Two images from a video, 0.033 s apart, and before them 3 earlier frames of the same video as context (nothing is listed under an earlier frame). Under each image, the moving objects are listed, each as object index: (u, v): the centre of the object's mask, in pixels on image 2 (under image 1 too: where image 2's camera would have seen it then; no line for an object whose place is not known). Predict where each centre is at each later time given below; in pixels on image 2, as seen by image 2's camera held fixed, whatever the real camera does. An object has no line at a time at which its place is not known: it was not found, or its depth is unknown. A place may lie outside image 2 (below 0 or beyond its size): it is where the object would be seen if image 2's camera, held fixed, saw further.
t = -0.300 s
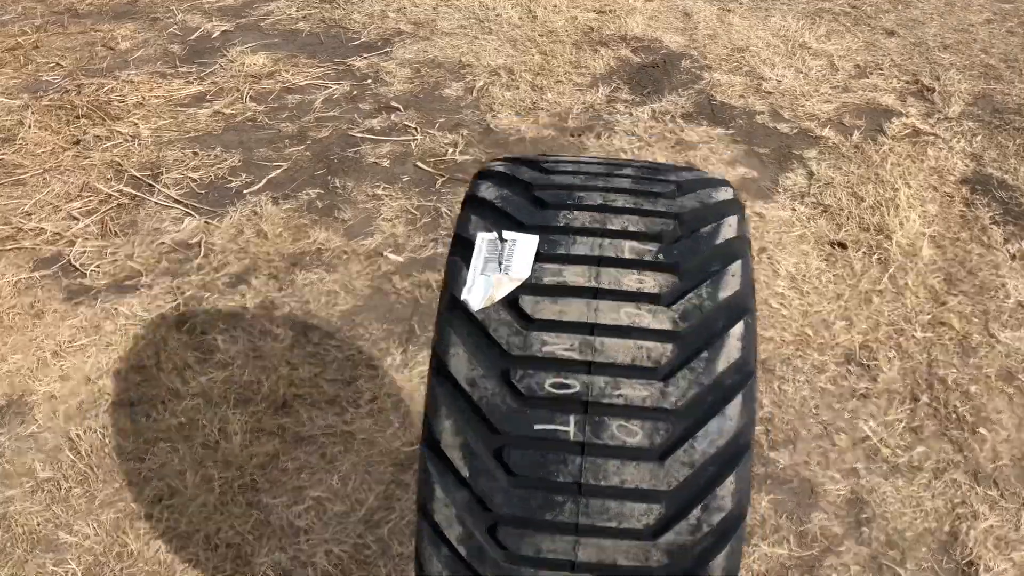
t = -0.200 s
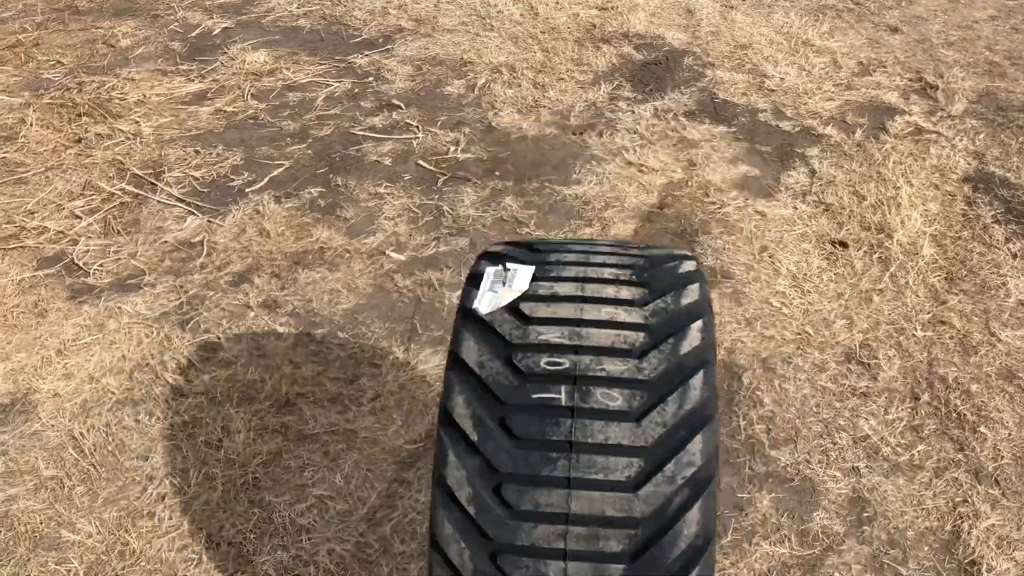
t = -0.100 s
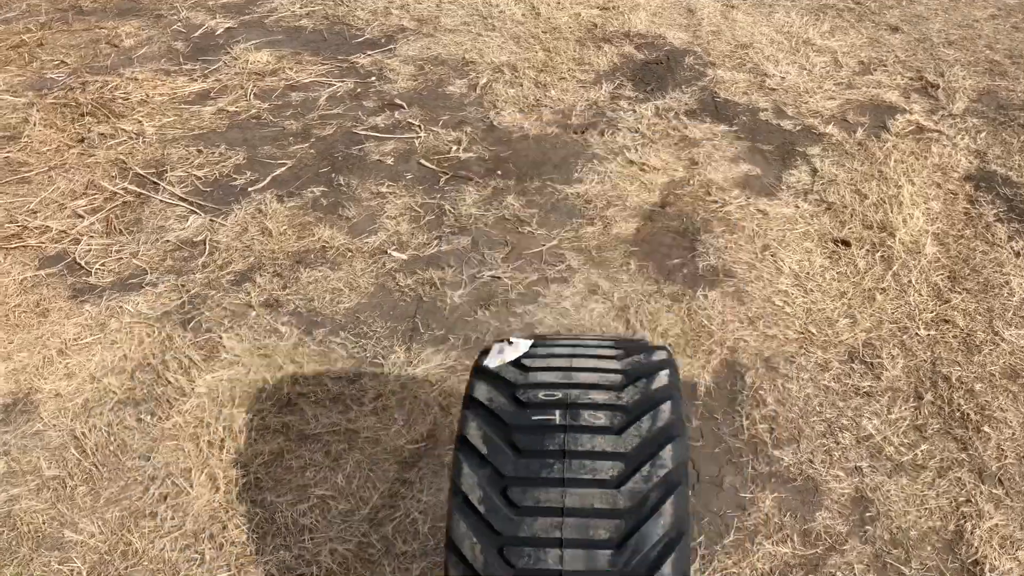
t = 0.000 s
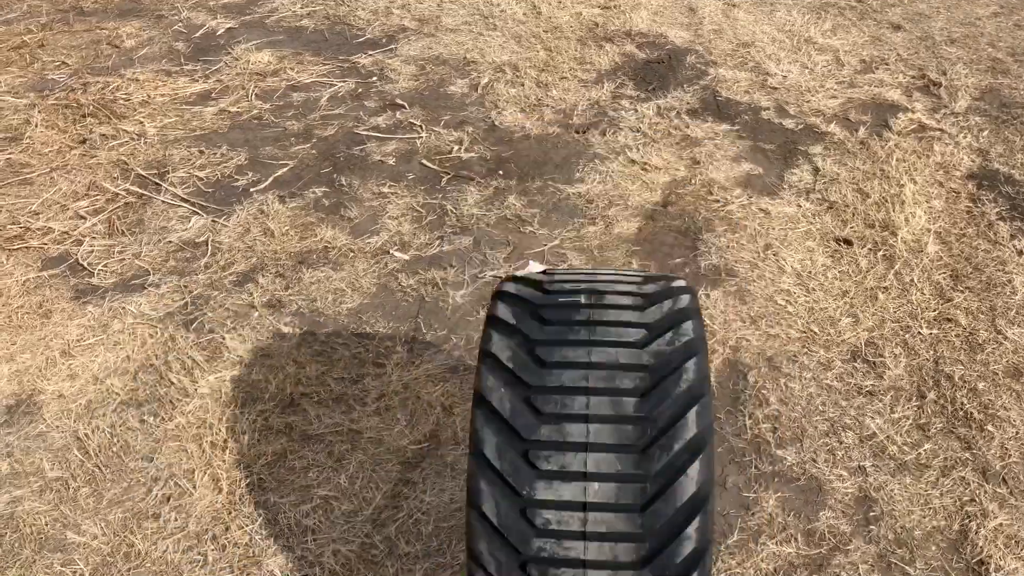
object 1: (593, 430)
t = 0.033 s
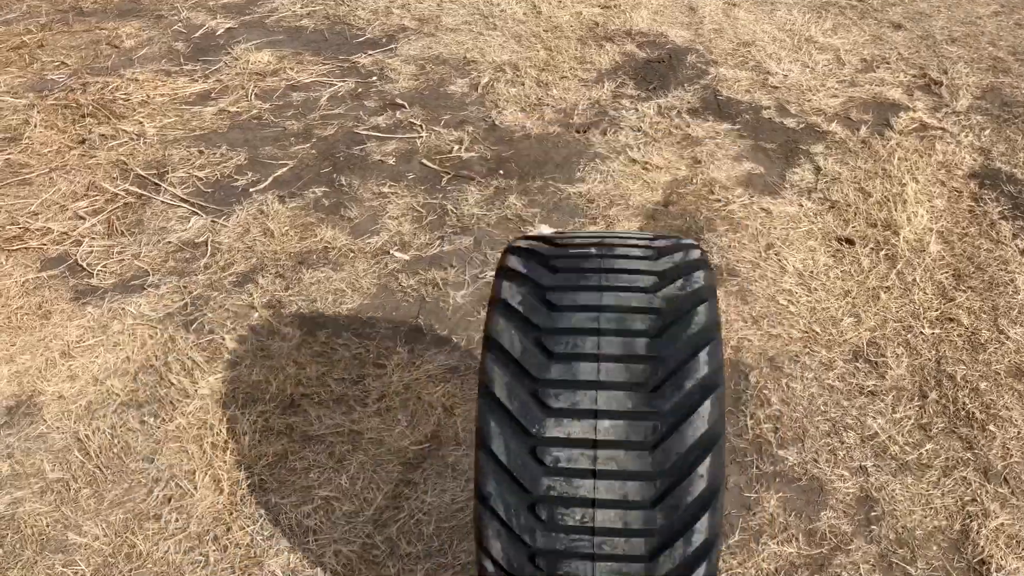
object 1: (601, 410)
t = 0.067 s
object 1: (607, 390)
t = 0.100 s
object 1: (615, 372)
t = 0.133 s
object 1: (622, 349)
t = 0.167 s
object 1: (628, 322)
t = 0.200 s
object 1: (634, 302)
